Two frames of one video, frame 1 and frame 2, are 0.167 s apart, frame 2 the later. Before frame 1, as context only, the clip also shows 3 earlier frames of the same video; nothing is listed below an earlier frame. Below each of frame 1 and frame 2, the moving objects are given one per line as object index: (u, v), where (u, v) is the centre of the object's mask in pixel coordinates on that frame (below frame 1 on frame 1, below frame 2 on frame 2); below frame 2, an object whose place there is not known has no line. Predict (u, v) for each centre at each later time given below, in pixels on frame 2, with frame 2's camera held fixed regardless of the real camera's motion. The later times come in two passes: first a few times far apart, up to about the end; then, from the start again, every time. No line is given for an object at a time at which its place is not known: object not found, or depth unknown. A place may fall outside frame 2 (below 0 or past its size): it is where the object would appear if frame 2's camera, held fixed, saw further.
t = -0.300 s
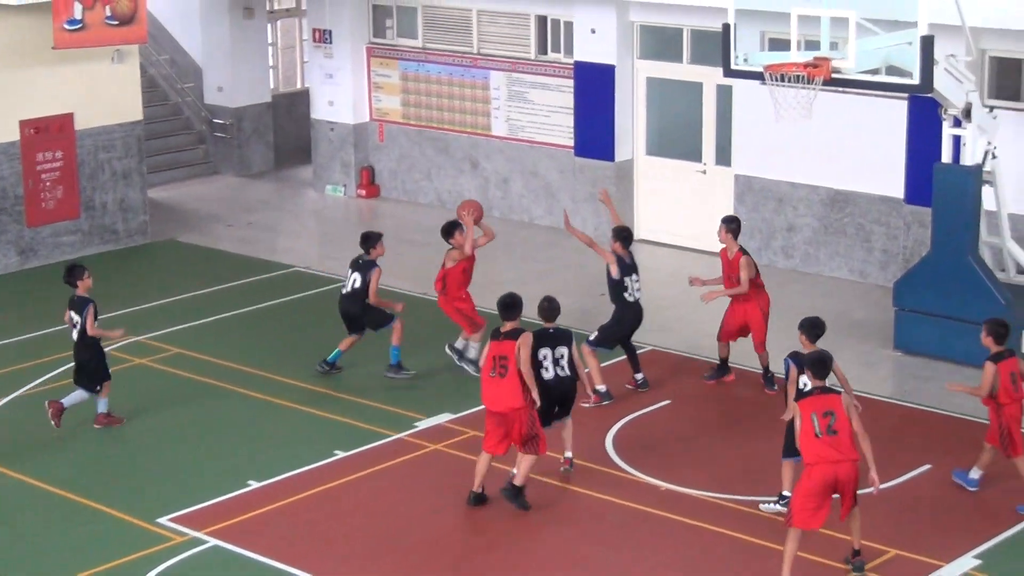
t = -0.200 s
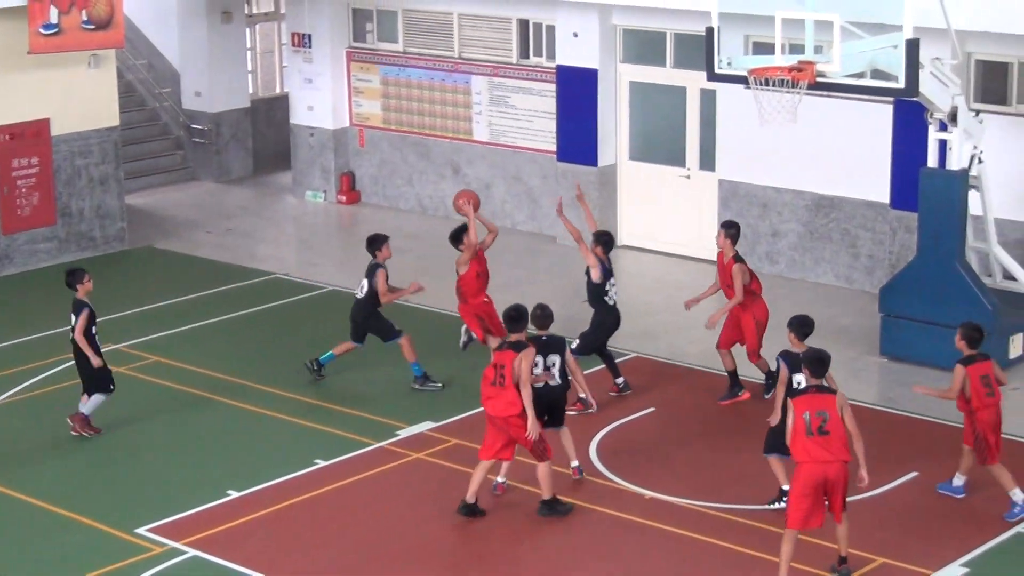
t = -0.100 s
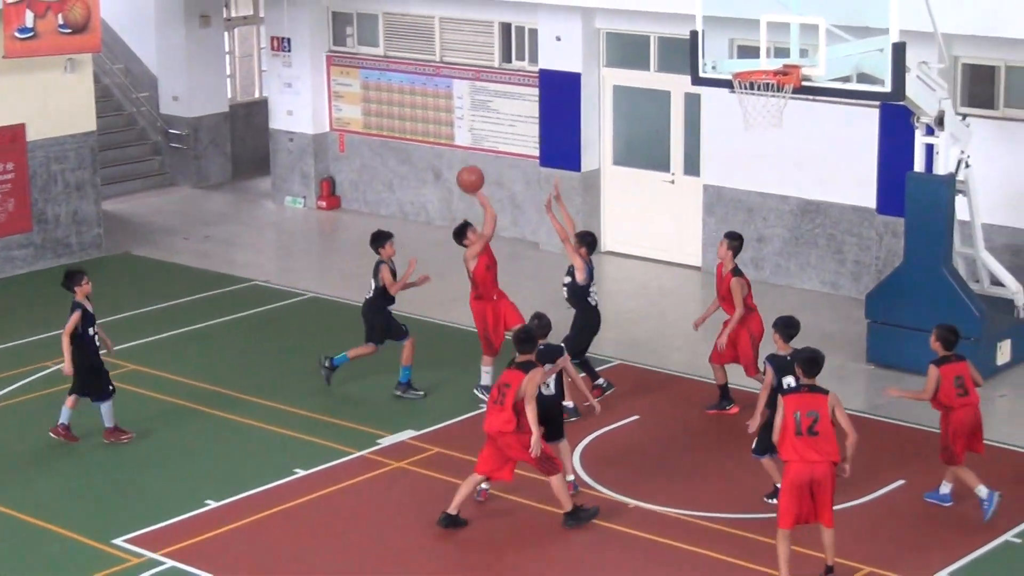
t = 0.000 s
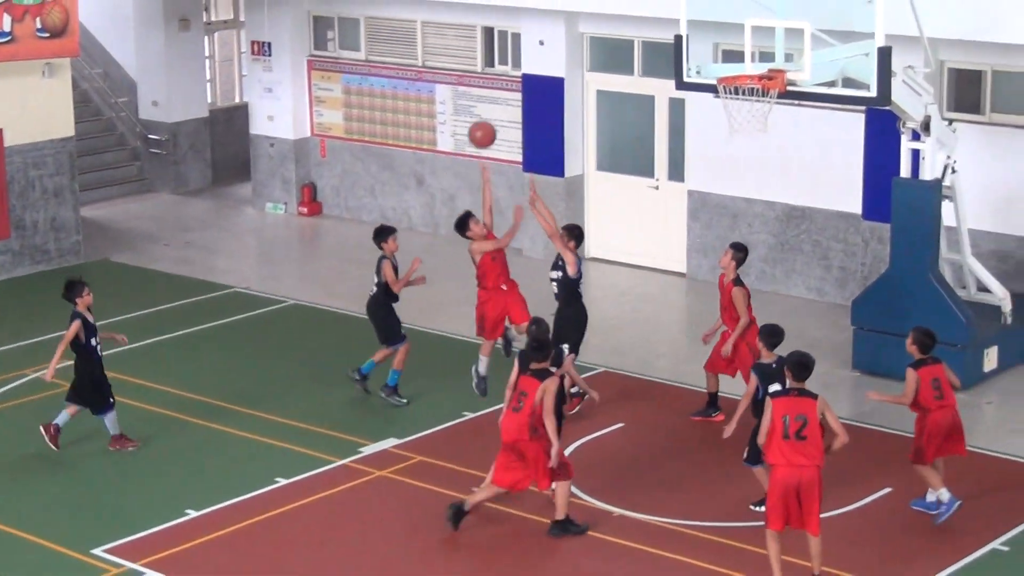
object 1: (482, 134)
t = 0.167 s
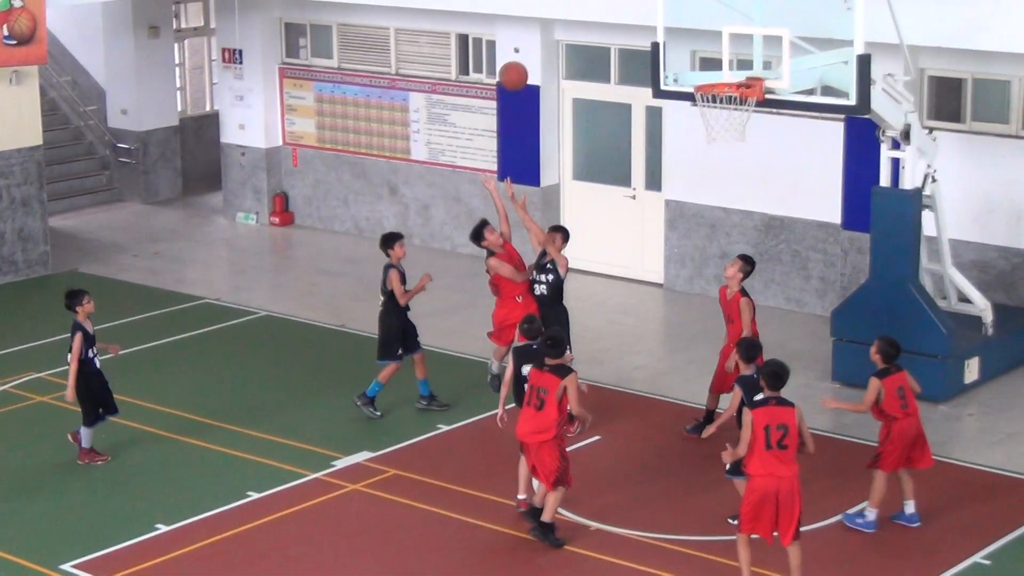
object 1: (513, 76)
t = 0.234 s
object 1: (536, 58)
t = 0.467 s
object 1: (622, 35)
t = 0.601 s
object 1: (672, 51)
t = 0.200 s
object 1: (525, 66)
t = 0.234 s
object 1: (536, 58)
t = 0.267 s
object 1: (548, 51)
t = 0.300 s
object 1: (560, 45)
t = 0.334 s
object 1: (573, 40)
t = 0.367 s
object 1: (585, 37)
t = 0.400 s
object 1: (597, 35)
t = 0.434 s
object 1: (610, 34)
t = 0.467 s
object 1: (622, 35)
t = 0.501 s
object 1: (635, 37)
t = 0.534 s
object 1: (647, 41)
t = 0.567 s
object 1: (659, 45)
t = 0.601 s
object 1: (672, 51)
